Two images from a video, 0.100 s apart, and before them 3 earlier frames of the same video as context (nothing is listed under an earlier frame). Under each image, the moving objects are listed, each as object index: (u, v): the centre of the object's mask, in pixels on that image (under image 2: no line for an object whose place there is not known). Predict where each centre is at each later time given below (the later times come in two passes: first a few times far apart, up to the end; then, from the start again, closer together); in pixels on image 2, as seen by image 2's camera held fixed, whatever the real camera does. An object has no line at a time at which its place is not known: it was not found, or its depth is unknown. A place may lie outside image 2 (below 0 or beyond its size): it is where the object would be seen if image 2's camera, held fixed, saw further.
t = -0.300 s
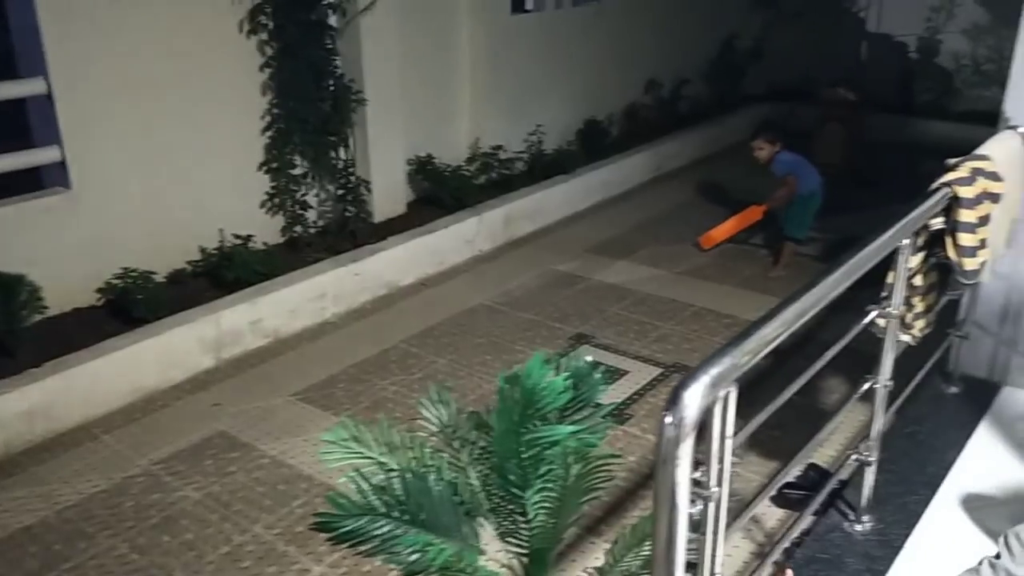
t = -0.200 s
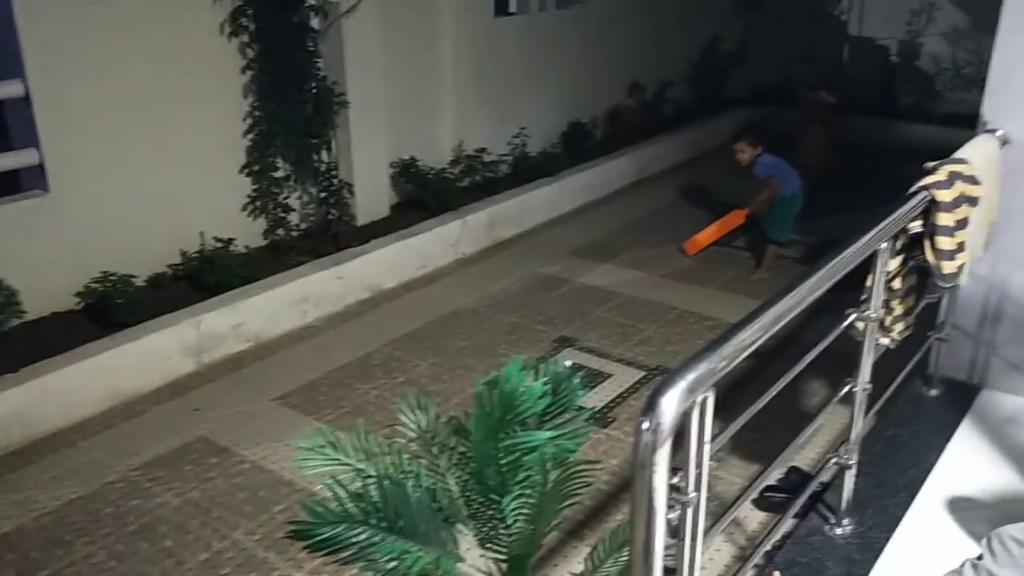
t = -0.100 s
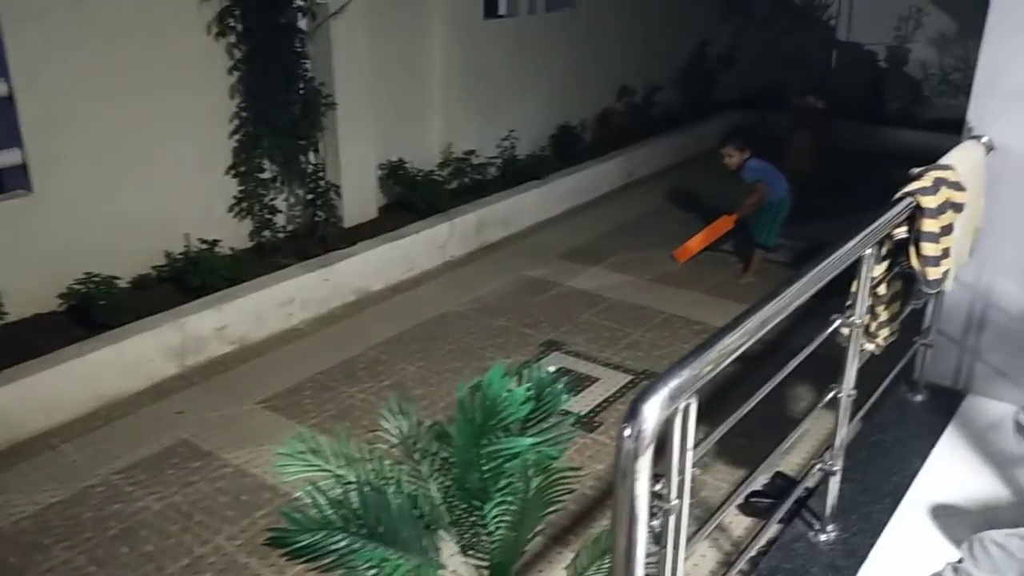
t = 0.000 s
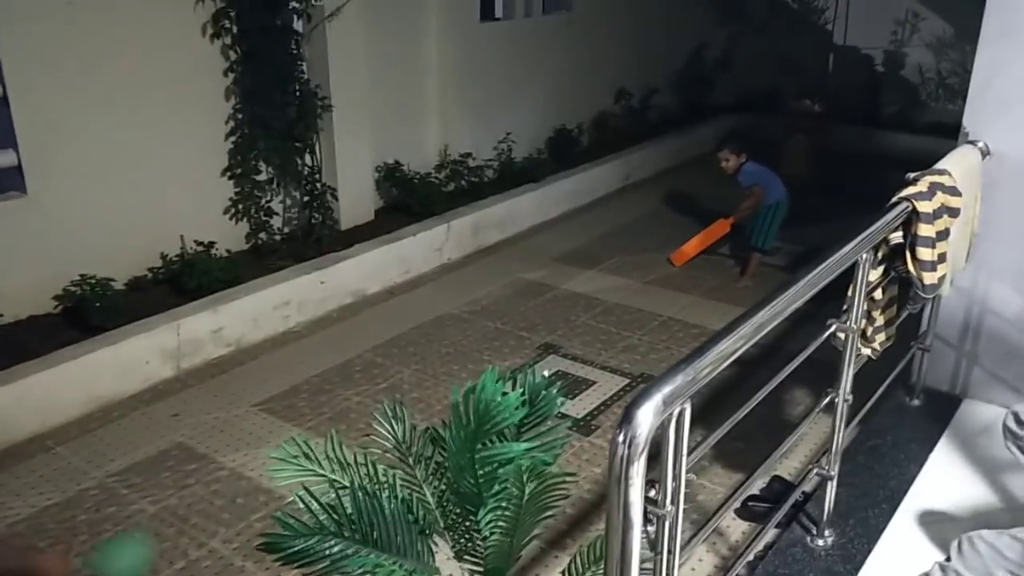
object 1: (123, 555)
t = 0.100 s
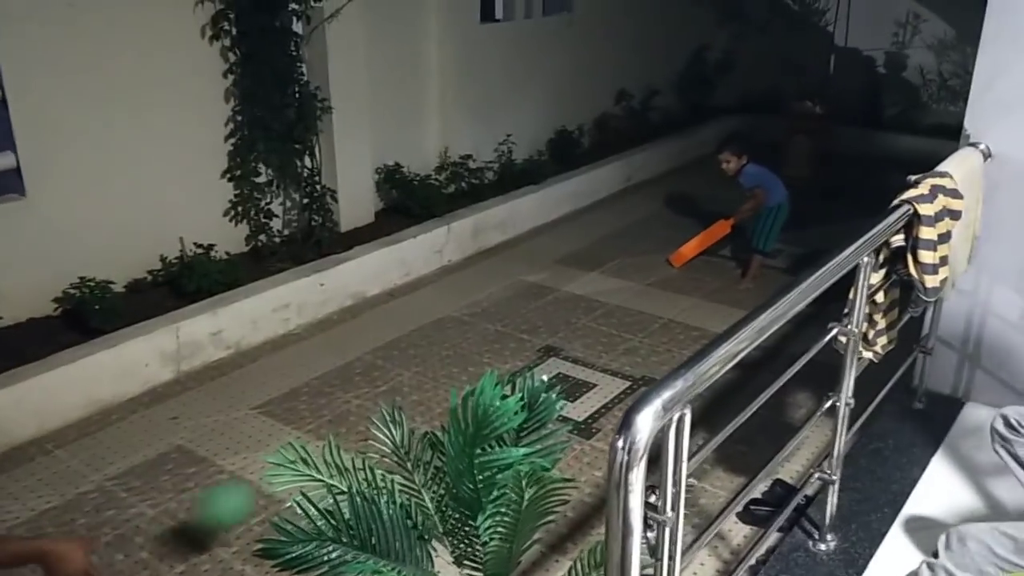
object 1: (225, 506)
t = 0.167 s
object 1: (272, 480)
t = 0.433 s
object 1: (421, 396)
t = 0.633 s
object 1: (482, 376)
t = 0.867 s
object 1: (529, 350)
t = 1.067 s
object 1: (561, 325)
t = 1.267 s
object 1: (587, 305)
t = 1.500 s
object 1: (608, 288)
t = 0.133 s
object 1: (252, 496)
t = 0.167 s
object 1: (272, 480)
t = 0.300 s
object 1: (363, 442)
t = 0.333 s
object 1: (375, 423)
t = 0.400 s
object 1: (410, 401)
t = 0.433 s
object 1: (421, 396)
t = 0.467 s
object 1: (433, 391)
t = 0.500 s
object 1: (444, 388)
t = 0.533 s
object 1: (455, 387)
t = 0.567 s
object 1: (464, 389)
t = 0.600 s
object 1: (475, 385)
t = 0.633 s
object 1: (482, 376)
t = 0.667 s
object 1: (489, 369)
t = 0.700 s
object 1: (498, 362)
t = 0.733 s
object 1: (504, 360)
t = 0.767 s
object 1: (510, 359)
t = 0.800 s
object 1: (517, 359)
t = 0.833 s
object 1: (523, 358)
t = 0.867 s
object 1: (529, 350)
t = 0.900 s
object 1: (534, 343)
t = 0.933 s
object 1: (541, 338)
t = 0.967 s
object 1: (546, 336)
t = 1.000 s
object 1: (551, 335)
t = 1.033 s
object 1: (556, 332)
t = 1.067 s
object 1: (561, 325)
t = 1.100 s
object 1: (566, 320)
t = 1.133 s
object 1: (570, 317)
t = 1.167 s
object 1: (574, 316)
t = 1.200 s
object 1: (578, 315)
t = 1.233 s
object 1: (582, 309)
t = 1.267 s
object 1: (587, 305)
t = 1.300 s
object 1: (591, 303)
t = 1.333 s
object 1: (595, 301)
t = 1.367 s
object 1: (598, 295)
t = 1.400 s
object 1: (602, 292)
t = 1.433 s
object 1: (605, 290)
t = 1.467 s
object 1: (607, 289)
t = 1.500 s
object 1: (608, 288)
